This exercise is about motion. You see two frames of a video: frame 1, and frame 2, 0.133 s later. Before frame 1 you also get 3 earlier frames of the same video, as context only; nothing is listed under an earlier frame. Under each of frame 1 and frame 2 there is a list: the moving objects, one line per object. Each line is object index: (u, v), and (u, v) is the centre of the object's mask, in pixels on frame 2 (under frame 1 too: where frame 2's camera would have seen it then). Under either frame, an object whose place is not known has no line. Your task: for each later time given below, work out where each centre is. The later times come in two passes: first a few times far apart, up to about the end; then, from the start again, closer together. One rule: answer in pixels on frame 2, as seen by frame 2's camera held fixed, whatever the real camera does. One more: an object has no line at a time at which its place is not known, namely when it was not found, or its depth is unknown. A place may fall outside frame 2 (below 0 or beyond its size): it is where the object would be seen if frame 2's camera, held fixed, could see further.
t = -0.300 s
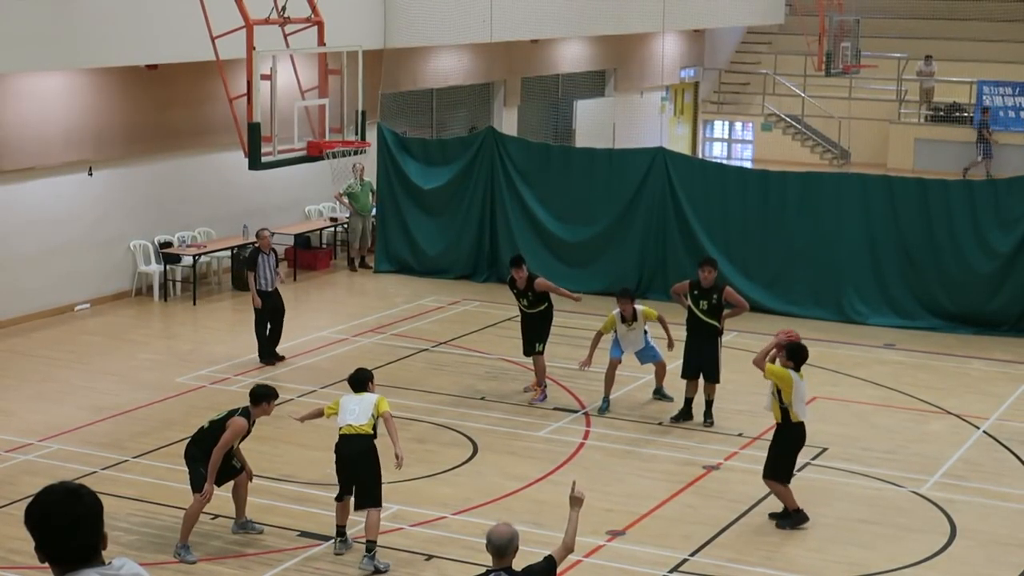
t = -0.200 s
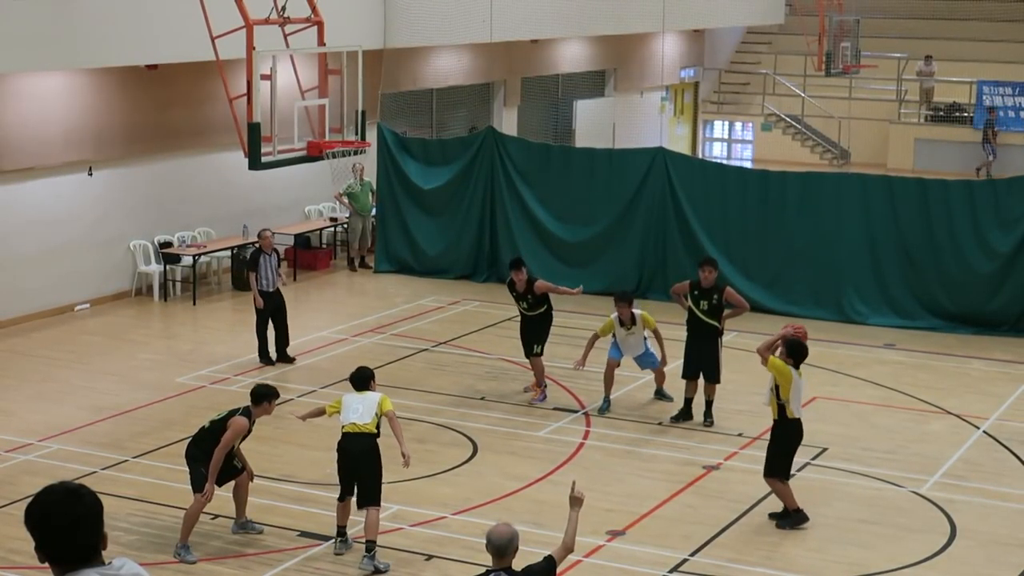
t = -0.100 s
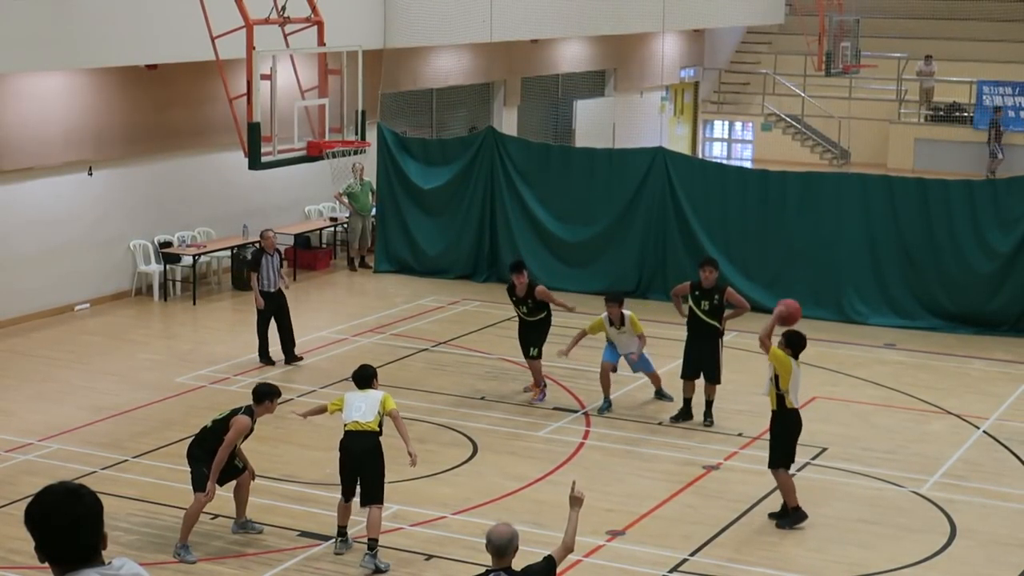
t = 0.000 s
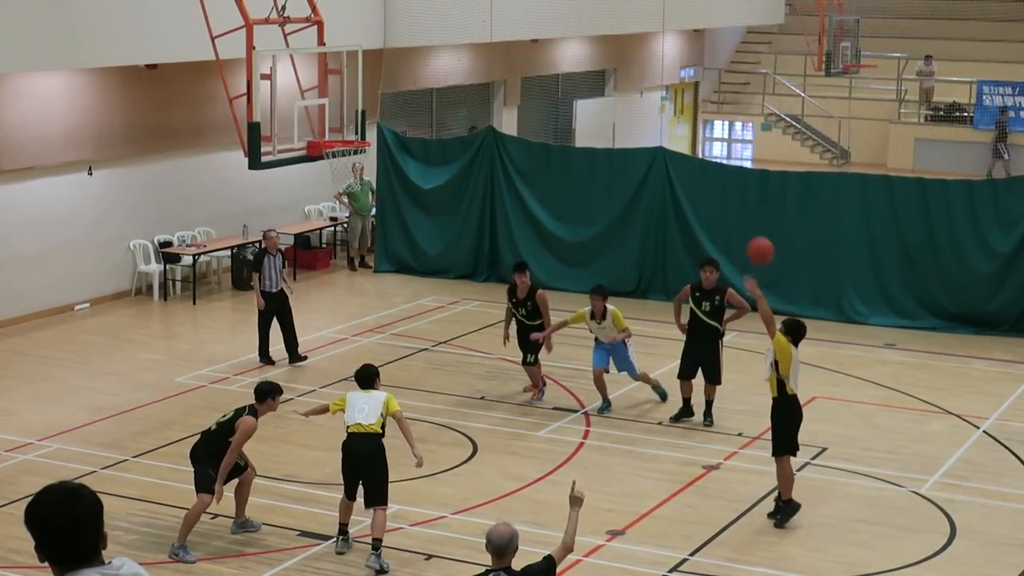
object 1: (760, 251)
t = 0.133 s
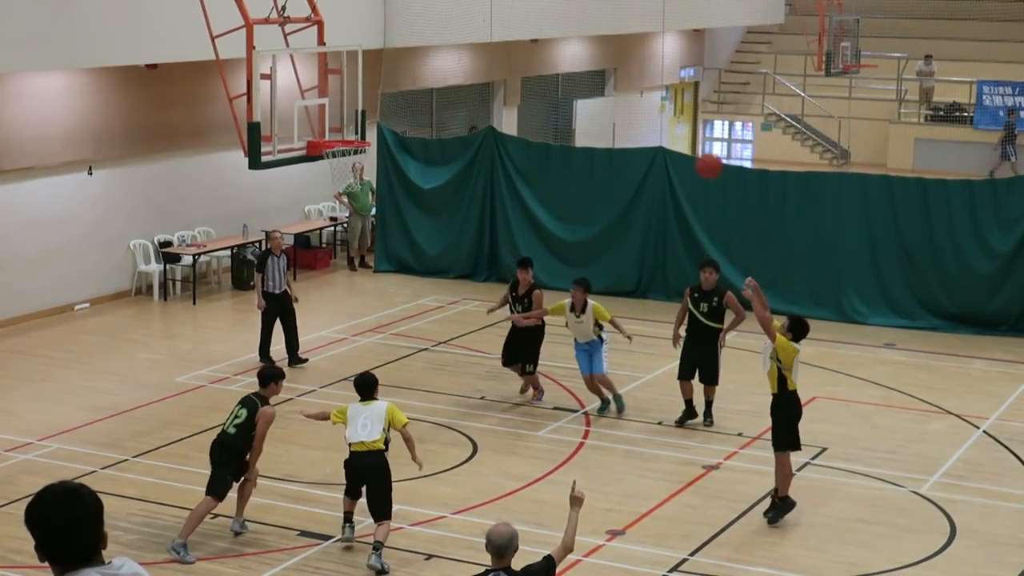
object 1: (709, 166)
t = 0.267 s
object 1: (658, 99)
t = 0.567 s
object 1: (546, 24)
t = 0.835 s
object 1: (451, 38)
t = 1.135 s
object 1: (353, 128)
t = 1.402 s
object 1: (312, 82)
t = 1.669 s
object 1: (312, 103)
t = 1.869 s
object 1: (314, 170)
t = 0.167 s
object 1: (696, 147)
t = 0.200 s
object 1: (683, 130)
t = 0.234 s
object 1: (670, 114)
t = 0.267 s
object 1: (658, 99)
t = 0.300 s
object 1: (645, 86)
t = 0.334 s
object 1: (633, 75)
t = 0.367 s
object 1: (620, 63)
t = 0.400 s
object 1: (607, 54)
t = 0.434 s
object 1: (595, 45)
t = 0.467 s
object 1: (583, 38)
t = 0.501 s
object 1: (570, 32)
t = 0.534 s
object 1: (558, 28)
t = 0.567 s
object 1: (546, 24)
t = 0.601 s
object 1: (534, 22)
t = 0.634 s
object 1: (522, 21)
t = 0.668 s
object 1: (510, 21)
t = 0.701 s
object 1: (498, 22)
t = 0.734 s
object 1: (486, 24)
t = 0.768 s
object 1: (474, 28)
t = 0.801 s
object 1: (463, 32)
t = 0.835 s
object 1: (451, 38)
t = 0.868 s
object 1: (440, 45)
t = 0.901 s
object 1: (428, 53)
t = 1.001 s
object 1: (394, 83)
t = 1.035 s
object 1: (383, 95)
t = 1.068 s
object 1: (373, 109)
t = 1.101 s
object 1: (361, 123)
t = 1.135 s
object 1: (353, 128)
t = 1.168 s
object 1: (346, 119)
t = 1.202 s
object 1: (340, 110)
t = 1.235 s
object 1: (333, 103)
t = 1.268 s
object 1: (326, 97)
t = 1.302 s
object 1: (319, 92)
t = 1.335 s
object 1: (312, 88)
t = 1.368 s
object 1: (311, 85)
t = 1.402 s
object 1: (312, 82)
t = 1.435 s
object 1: (312, 81)
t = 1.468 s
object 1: (312, 80)
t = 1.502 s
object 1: (312, 81)
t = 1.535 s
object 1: (312, 83)
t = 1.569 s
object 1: (312, 87)
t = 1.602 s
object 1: (312, 91)
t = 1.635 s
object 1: (312, 97)
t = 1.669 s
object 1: (312, 103)
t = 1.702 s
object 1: (313, 112)
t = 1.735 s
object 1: (313, 121)
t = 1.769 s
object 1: (313, 132)
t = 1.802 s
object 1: (313, 143)
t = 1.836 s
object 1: (313, 155)
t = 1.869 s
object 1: (314, 170)
